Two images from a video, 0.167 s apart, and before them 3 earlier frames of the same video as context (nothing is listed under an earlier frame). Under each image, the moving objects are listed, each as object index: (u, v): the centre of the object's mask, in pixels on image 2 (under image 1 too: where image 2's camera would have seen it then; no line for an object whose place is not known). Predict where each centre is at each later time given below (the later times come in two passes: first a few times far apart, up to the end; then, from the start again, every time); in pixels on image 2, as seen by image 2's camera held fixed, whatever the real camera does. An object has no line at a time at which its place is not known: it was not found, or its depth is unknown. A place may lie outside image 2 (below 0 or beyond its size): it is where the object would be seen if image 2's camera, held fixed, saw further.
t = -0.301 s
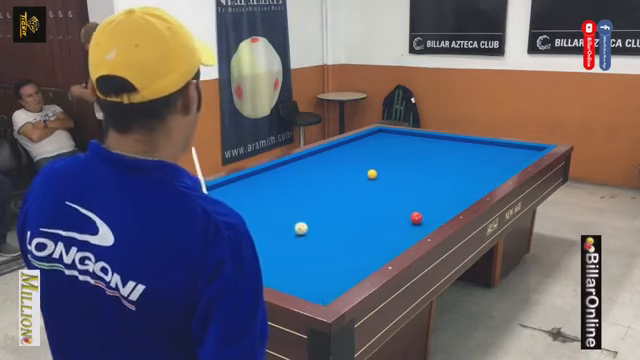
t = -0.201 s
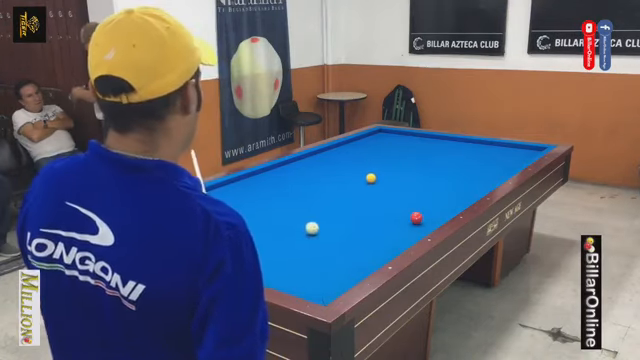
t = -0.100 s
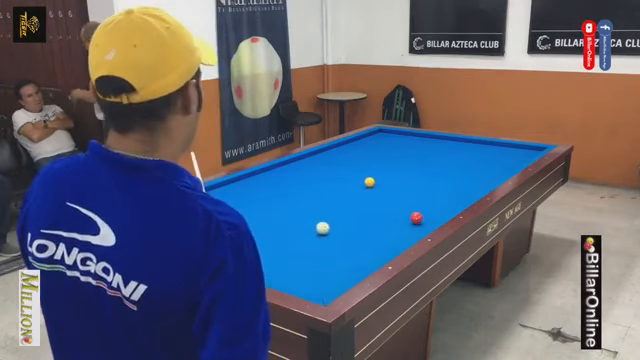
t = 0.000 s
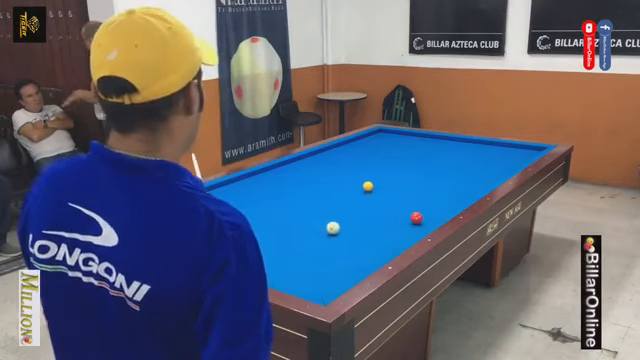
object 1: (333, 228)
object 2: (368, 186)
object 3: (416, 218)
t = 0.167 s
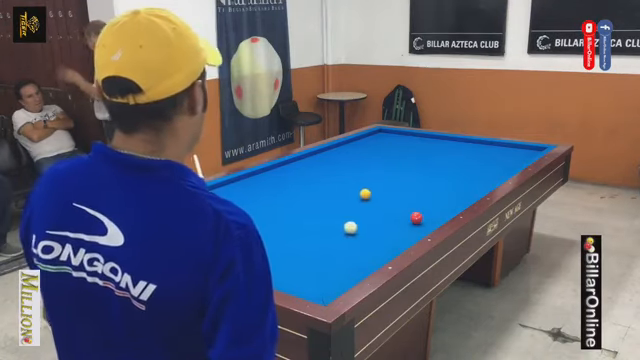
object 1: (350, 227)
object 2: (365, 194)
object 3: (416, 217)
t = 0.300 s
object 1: (364, 227)
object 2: (363, 200)
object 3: (416, 217)
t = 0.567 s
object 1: (391, 227)
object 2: (358, 214)
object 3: (416, 217)
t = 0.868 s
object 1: (420, 226)
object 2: (351, 233)
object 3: (416, 217)
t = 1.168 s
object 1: (418, 222)
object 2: (344, 254)
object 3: (415, 214)
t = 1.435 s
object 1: (416, 221)
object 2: (336, 276)
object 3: (415, 211)
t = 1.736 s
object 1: (414, 220)
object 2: (313, 288)
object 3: (414, 209)
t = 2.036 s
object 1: (413, 219)
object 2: (313, 275)
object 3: (413, 207)
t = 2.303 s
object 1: (412, 219)
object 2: (313, 263)
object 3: (413, 204)
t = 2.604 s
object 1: (412, 219)
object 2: (312, 252)
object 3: (413, 202)
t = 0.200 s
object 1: (354, 227)
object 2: (364, 196)
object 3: (416, 218)
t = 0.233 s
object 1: (357, 227)
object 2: (364, 197)
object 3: (416, 218)
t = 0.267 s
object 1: (360, 228)
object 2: (363, 199)
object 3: (416, 217)
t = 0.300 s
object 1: (364, 227)
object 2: (363, 200)
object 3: (416, 217)
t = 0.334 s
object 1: (367, 227)
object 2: (362, 202)
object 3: (416, 217)
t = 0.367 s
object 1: (371, 227)
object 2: (361, 204)
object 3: (416, 217)
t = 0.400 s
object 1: (374, 227)
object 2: (361, 205)
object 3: (416, 217)
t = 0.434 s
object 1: (377, 227)
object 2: (360, 207)
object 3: (416, 217)
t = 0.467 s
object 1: (381, 227)
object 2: (360, 209)
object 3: (416, 217)
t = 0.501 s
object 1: (384, 227)
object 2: (359, 211)
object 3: (416, 218)
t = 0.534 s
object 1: (387, 227)
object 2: (358, 213)
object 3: (416, 217)
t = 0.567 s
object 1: (391, 227)
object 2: (358, 214)
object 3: (416, 217)
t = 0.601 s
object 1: (394, 227)
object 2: (357, 217)
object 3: (416, 217)
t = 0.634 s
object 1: (397, 227)
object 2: (356, 218)
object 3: (416, 217)
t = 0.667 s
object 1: (400, 227)
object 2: (356, 220)
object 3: (416, 217)
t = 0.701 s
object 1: (404, 227)
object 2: (355, 223)
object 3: (416, 218)
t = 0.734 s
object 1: (407, 227)
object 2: (354, 225)
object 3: (416, 217)
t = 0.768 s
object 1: (410, 227)
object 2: (354, 227)
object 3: (416, 217)
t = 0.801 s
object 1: (413, 227)
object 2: (353, 229)
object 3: (416, 217)
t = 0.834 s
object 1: (417, 227)
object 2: (352, 231)
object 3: (416, 216)
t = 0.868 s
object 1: (420, 226)
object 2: (351, 233)
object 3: (416, 217)
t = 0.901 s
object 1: (422, 226)
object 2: (351, 235)
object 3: (416, 217)
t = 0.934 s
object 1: (421, 225)
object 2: (350, 237)
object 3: (416, 217)
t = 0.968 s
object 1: (421, 224)
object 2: (349, 240)
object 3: (415, 216)
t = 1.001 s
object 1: (420, 224)
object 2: (348, 242)
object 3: (415, 216)
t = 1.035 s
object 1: (420, 223)
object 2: (347, 244)
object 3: (415, 216)
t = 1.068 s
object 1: (419, 223)
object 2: (347, 247)
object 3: (415, 215)
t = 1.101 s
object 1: (419, 222)
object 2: (346, 249)
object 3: (414, 215)
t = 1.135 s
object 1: (418, 222)
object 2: (345, 252)
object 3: (415, 214)
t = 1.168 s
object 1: (418, 222)
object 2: (344, 254)
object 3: (415, 214)
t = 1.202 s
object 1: (418, 222)
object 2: (343, 257)
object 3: (415, 213)
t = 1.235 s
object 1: (418, 222)
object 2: (342, 260)
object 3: (415, 213)
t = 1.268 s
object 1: (417, 222)
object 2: (341, 262)
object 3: (415, 213)
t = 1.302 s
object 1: (417, 222)
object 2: (340, 265)
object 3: (415, 212)
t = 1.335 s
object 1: (417, 221)
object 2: (339, 268)
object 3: (415, 212)
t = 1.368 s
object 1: (416, 221)
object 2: (338, 271)
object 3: (415, 212)
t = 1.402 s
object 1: (416, 221)
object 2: (337, 273)
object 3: (415, 211)
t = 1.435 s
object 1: (416, 221)
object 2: (336, 276)
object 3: (415, 211)
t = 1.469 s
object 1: (415, 221)
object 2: (335, 279)
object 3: (415, 211)
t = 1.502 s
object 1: (415, 221)
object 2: (334, 281)
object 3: (415, 211)
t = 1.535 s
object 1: (415, 221)
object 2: (332, 284)
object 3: (415, 211)
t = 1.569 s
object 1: (415, 220)
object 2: (328, 286)
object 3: (414, 210)
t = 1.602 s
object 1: (415, 220)
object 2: (323, 288)
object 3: (414, 210)
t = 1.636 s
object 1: (414, 220)
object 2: (319, 289)
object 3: (414, 210)
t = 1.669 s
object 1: (414, 220)
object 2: (315, 290)
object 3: (414, 210)
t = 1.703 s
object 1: (414, 220)
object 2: (313, 290)
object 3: (414, 209)
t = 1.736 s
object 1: (414, 220)
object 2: (313, 288)
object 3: (414, 209)
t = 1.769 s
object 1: (414, 220)
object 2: (313, 287)
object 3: (414, 209)
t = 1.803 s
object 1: (413, 220)
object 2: (313, 286)
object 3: (414, 208)
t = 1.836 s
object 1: (413, 220)
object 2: (313, 284)
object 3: (414, 208)
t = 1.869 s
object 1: (413, 220)
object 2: (313, 283)
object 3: (414, 208)
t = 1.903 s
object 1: (413, 220)
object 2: (313, 281)
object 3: (414, 207)
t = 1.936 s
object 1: (413, 220)
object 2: (313, 279)
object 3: (414, 207)
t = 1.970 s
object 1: (413, 219)
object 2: (313, 278)
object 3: (413, 207)
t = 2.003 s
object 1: (413, 219)
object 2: (313, 276)
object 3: (413, 207)
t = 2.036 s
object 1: (413, 219)
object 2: (313, 275)
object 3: (413, 207)
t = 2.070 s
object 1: (413, 219)
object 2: (313, 273)
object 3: (413, 207)
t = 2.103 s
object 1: (412, 219)
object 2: (313, 272)
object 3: (413, 206)
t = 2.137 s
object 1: (412, 219)
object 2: (313, 270)
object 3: (413, 206)
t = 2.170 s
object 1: (412, 219)
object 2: (313, 269)
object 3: (413, 205)
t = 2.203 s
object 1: (412, 219)
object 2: (313, 267)
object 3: (413, 205)
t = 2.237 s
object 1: (412, 219)
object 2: (313, 266)
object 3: (413, 205)
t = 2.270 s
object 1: (412, 219)
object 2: (313, 265)
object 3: (413, 204)
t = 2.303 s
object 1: (412, 219)
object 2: (313, 263)
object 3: (413, 204)
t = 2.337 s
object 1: (412, 219)
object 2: (312, 262)
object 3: (413, 204)
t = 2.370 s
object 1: (412, 219)
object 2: (312, 261)
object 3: (413, 203)
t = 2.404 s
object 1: (412, 219)
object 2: (312, 259)
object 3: (413, 203)
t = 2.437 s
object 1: (412, 219)
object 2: (312, 258)
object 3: (413, 203)
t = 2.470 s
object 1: (412, 219)
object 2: (312, 257)
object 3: (413, 203)
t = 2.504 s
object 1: (412, 219)
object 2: (312, 256)
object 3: (413, 203)
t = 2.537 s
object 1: (412, 219)
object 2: (312, 254)
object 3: (412, 203)
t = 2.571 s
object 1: (412, 219)
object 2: (312, 253)
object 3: (412, 203)
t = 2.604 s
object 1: (412, 219)
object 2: (312, 252)
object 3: (413, 202)
